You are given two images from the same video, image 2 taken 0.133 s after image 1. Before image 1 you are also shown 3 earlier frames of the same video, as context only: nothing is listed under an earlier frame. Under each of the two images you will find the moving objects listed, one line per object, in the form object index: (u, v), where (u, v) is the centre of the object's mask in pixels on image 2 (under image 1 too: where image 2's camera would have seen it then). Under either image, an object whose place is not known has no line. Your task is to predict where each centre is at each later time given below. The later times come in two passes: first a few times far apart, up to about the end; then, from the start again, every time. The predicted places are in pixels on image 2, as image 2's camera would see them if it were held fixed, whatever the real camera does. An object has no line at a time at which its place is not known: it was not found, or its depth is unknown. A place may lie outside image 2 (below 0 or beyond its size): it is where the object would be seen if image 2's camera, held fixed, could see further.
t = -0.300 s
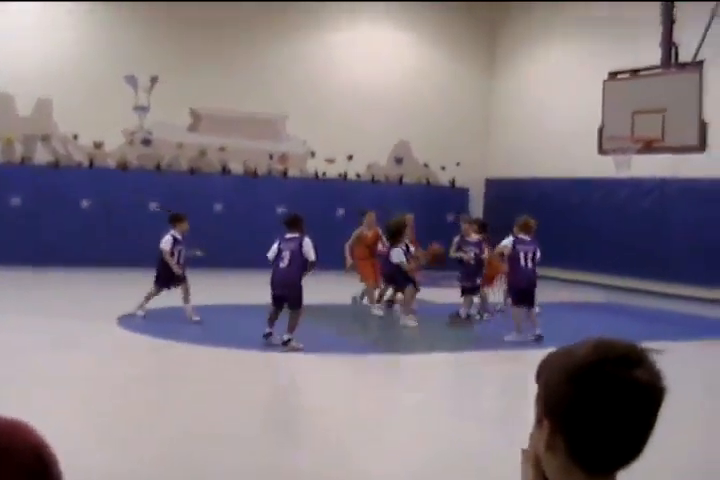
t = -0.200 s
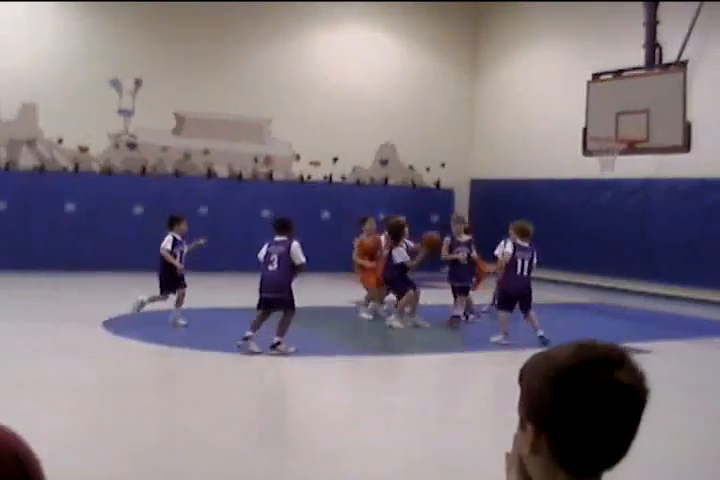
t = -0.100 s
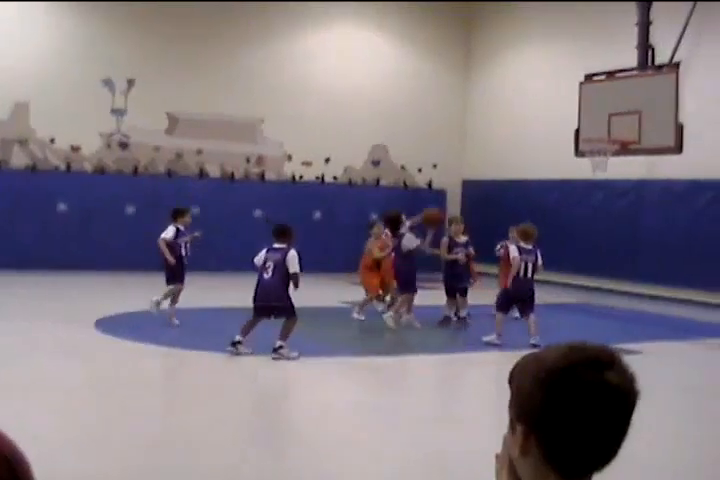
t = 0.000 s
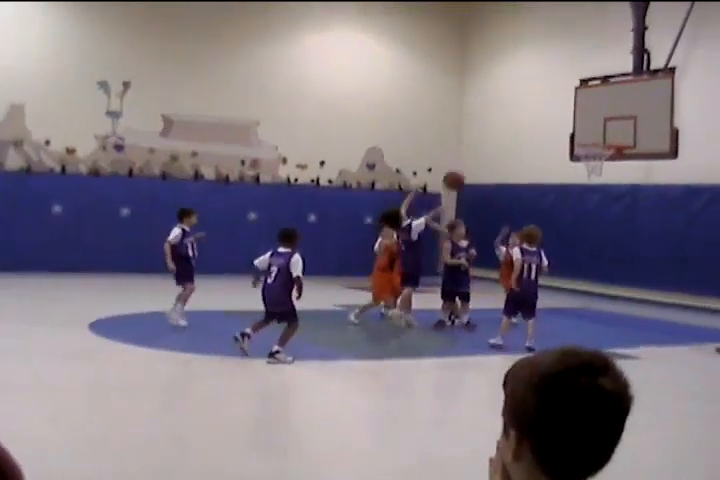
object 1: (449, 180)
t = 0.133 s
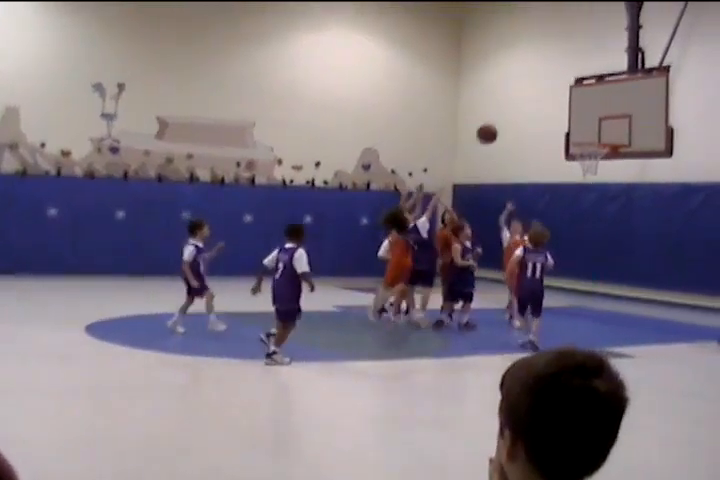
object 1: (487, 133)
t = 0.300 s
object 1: (529, 100)
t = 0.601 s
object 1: (596, 96)
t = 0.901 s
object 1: (610, 140)
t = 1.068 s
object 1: (606, 153)
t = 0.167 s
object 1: (495, 125)
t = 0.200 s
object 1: (504, 117)
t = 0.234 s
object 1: (513, 110)
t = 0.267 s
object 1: (521, 105)
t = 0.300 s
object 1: (529, 100)
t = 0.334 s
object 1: (537, 96)
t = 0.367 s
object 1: (545, 93)
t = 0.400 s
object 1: (553, 91)
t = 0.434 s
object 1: (561, 90)
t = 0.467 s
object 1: (567, 89)
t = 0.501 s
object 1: (575, 89)
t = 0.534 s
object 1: (582, 91)
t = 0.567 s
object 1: (589, 93)
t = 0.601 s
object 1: (596, 96)
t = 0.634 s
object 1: (603, 100)
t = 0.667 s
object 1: (609, 104)
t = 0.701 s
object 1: (616, 110)
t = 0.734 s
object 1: (622, 116)
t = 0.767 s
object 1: (629, 123)
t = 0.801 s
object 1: (623, 128)
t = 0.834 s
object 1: (617, 132)
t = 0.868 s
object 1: (611, 139)
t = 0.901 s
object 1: (610, 140)
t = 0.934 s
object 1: (610, 141)
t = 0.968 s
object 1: (609, 142)
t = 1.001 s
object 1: (609, 146)
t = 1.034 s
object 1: (607, 148)
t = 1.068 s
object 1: (606, 153)
